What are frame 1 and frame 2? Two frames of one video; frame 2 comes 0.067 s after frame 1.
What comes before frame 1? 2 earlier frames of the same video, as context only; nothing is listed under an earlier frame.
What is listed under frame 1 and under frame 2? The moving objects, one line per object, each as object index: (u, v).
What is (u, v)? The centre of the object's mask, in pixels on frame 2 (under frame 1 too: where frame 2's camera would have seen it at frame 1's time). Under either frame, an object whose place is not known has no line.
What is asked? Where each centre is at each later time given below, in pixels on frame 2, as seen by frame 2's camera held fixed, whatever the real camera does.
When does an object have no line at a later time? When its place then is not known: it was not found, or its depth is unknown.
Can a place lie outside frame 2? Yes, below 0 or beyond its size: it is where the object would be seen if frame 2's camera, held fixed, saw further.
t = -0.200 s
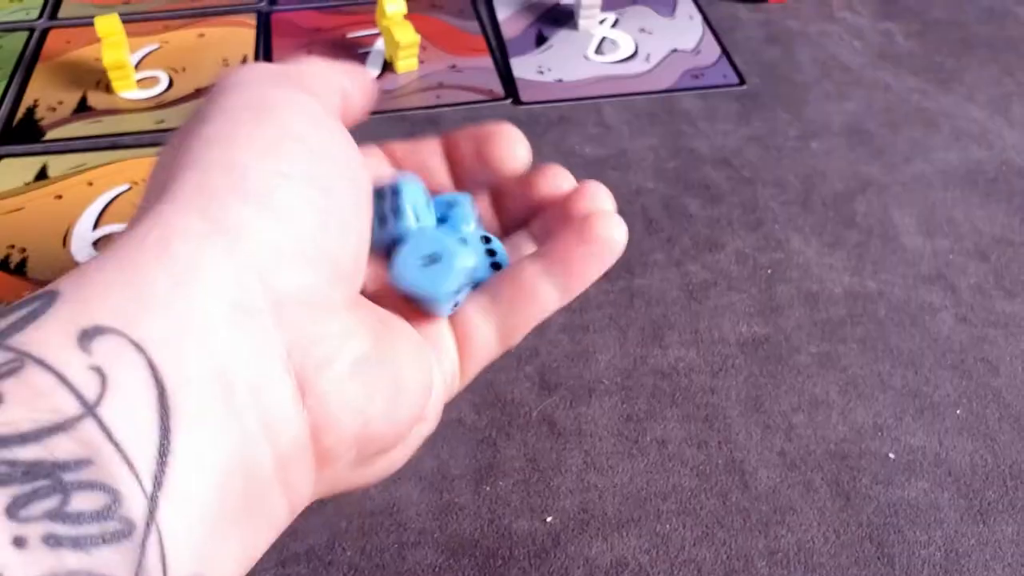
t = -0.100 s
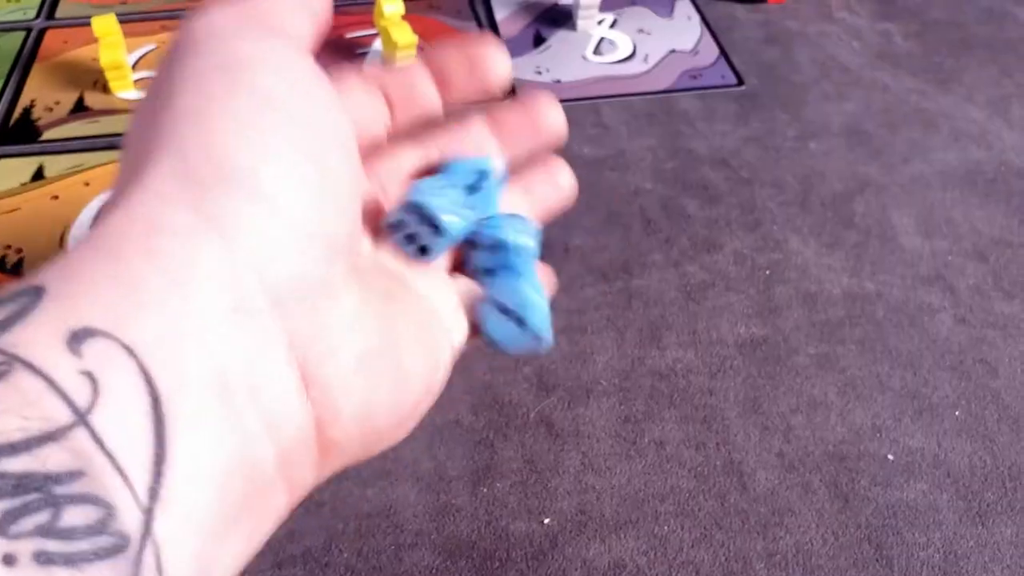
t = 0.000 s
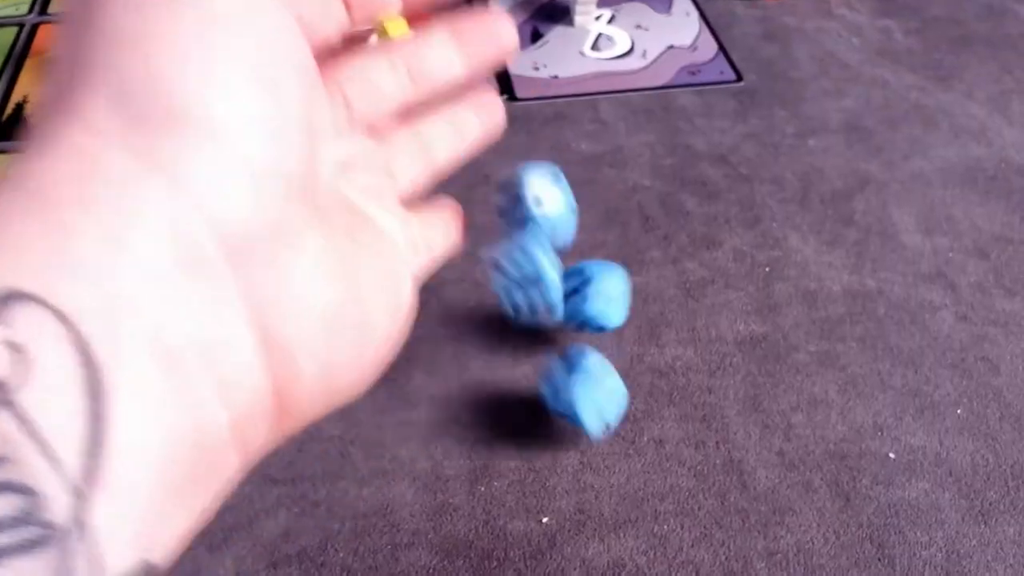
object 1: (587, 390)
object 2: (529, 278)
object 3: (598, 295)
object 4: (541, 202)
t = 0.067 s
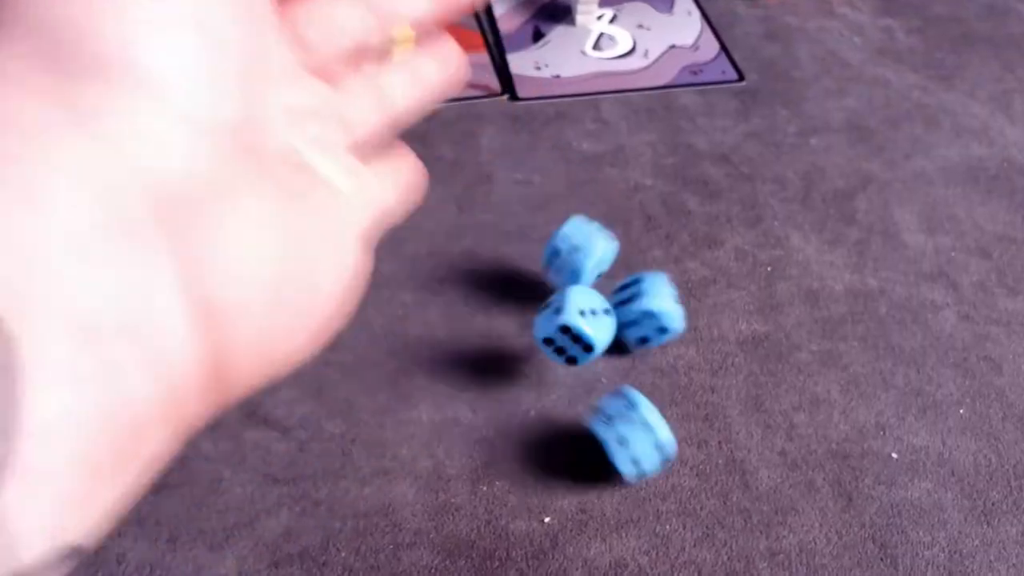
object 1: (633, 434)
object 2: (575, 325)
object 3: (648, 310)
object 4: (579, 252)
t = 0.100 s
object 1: (661, 445)
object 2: (590, 332)
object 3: (673, 313)
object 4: (600, 242)
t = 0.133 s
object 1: (685, 452)
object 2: (605, 360)
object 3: (689, 318)
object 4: (616, 245)
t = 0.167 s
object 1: (714, 463)
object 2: (626, 368)
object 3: (696, 323)
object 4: (636, 234)
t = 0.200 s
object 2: (646, 372)
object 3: (699, 326)
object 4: (653, 231)
